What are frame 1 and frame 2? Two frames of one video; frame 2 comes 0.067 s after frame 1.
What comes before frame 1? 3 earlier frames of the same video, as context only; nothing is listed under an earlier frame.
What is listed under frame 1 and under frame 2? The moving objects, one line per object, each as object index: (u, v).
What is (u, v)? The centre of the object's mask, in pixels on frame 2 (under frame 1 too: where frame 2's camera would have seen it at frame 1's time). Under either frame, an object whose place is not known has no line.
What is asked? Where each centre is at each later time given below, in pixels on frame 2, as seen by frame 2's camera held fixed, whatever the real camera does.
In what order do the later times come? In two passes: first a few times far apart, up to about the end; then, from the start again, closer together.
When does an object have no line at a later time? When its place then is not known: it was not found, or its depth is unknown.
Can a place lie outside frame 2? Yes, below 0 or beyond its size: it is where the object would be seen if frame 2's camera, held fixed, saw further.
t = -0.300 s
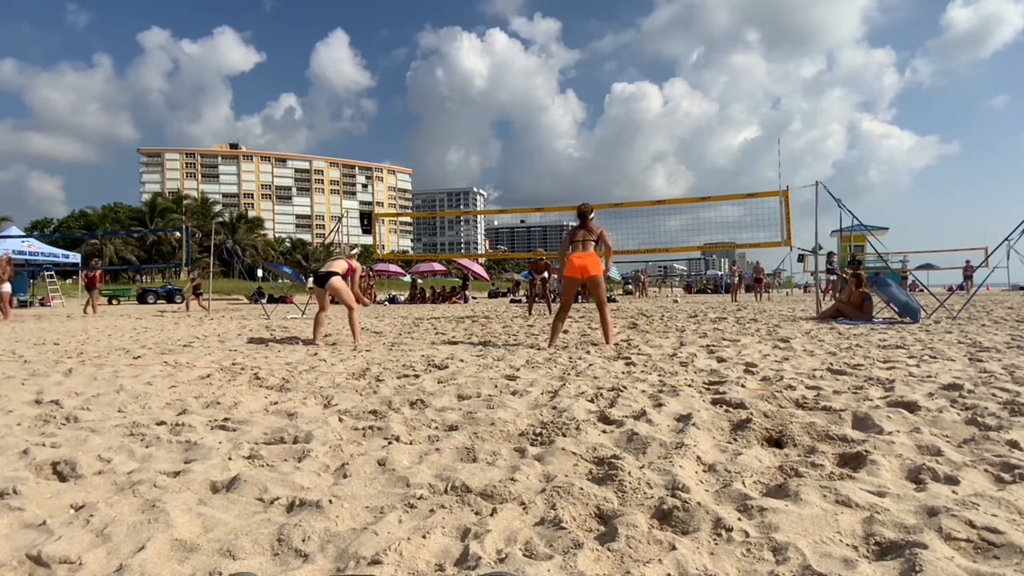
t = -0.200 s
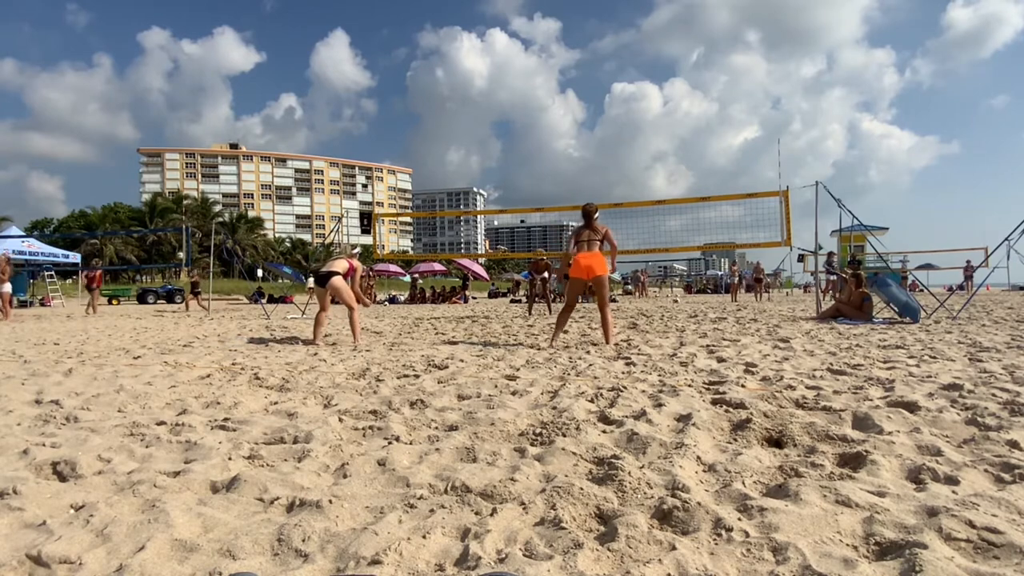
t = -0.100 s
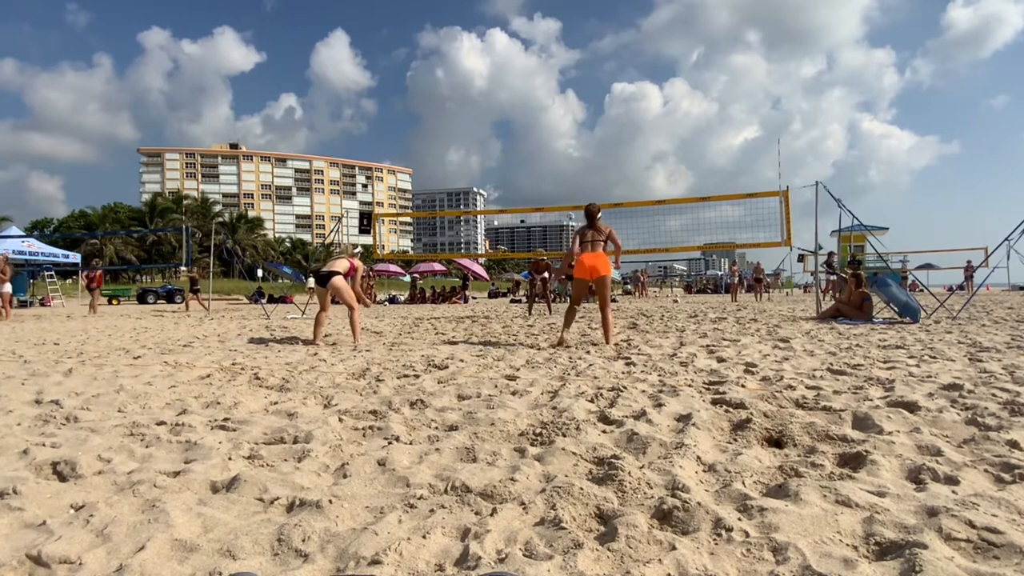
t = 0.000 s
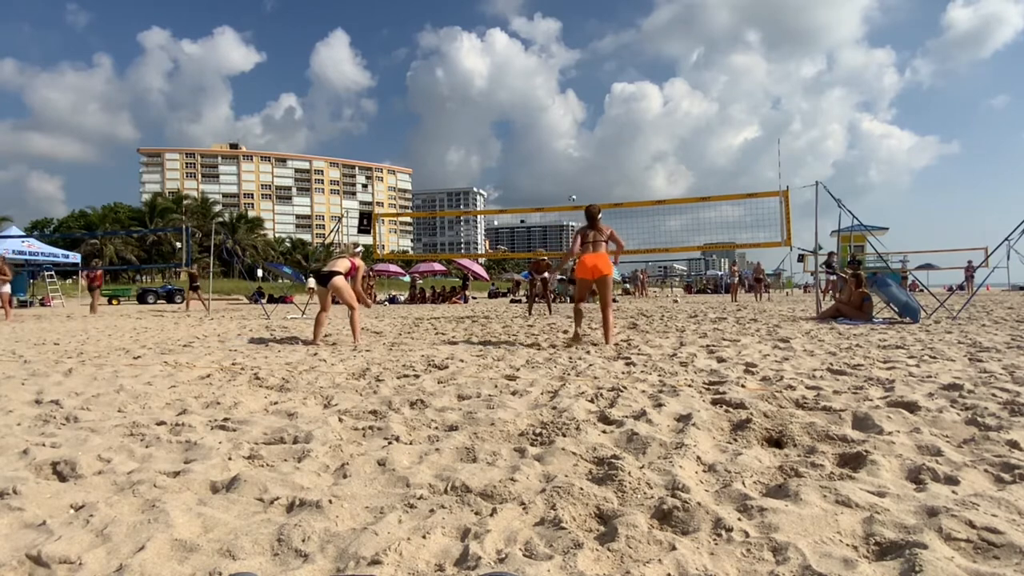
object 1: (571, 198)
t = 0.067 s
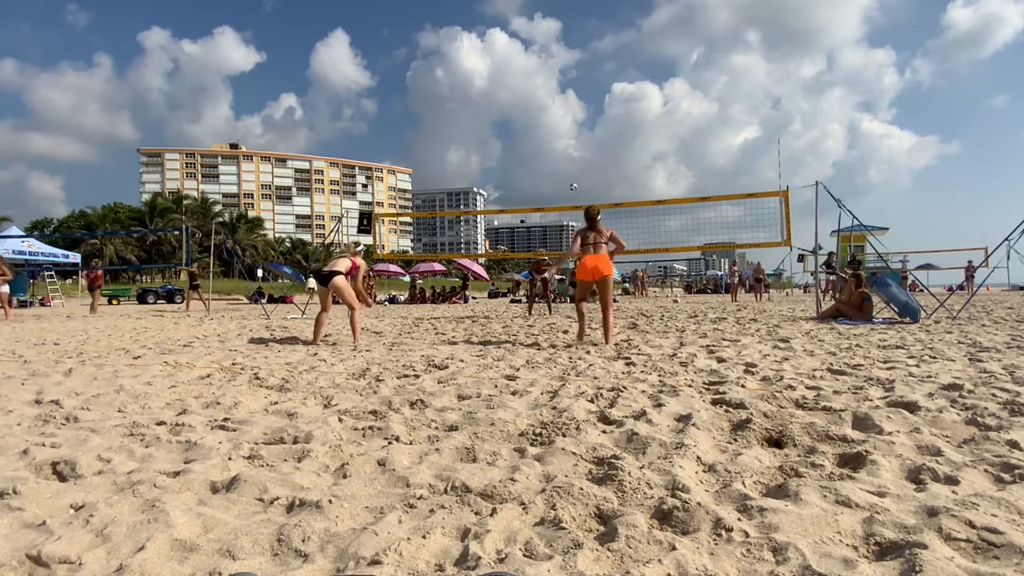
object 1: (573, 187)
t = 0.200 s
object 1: (574, 168)
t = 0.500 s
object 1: (575, 143)
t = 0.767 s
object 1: (573, 152)
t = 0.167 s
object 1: (574, 173)
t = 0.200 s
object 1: (574, 168)
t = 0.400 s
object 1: (575, 148)
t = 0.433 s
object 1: (575, 146)
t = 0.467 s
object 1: (575, 144)
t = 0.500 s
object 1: (575, 143)
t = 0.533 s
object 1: (575, 143)
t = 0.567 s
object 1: (575, 142)
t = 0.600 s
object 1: (575, 142)
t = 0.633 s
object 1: (575, 143)
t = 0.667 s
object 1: (574, 145)
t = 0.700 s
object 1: (574, 147)
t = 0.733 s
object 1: (573, 149)
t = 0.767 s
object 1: (573, 152)
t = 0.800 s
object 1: (573, 156)
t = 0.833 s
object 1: (572, 160)
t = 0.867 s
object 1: (573, 164)
